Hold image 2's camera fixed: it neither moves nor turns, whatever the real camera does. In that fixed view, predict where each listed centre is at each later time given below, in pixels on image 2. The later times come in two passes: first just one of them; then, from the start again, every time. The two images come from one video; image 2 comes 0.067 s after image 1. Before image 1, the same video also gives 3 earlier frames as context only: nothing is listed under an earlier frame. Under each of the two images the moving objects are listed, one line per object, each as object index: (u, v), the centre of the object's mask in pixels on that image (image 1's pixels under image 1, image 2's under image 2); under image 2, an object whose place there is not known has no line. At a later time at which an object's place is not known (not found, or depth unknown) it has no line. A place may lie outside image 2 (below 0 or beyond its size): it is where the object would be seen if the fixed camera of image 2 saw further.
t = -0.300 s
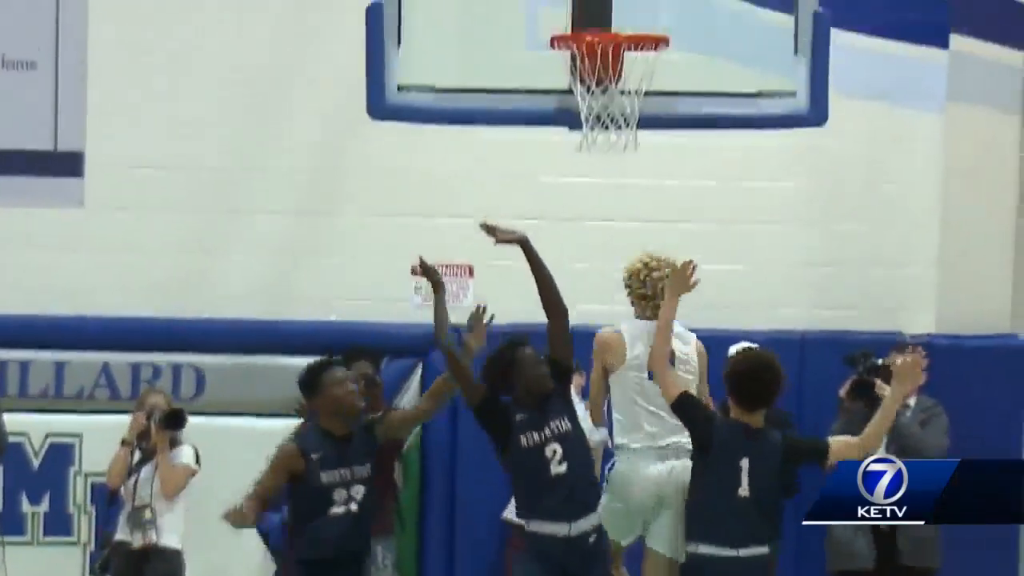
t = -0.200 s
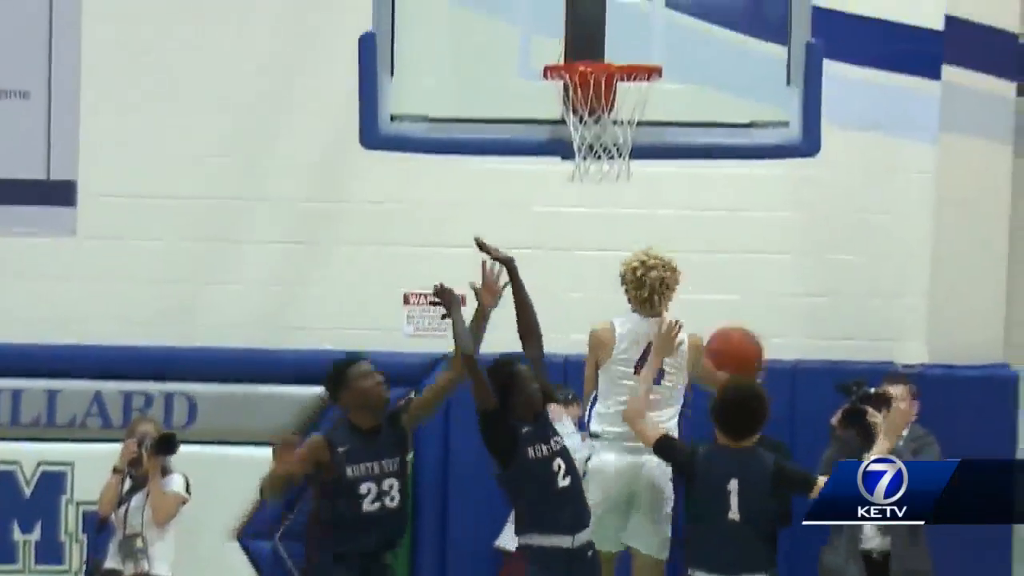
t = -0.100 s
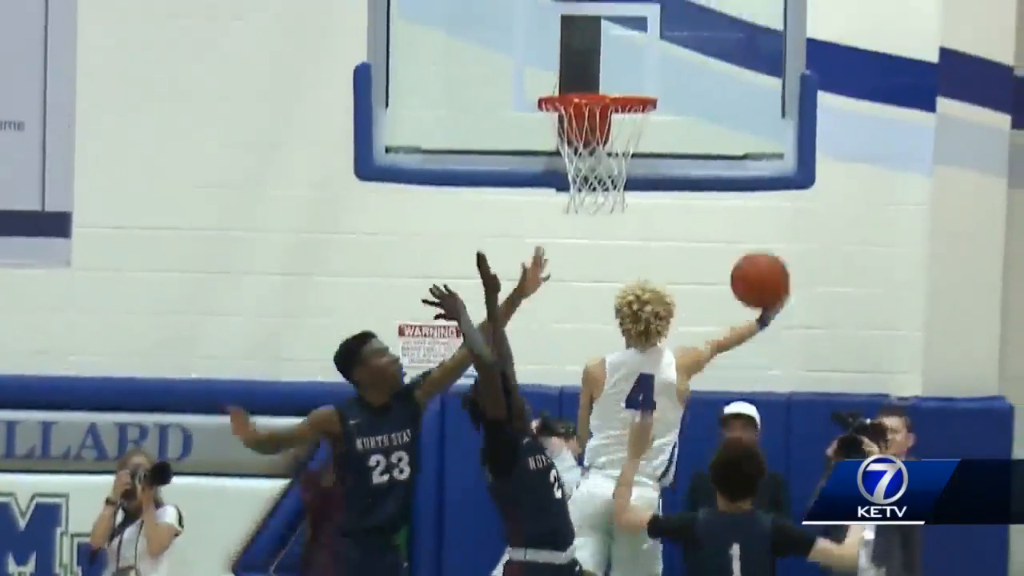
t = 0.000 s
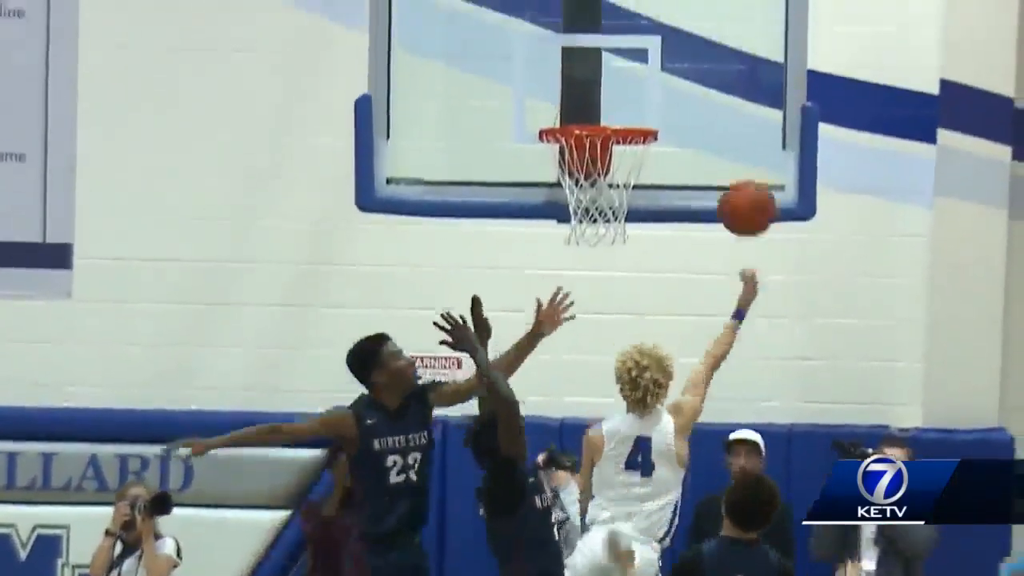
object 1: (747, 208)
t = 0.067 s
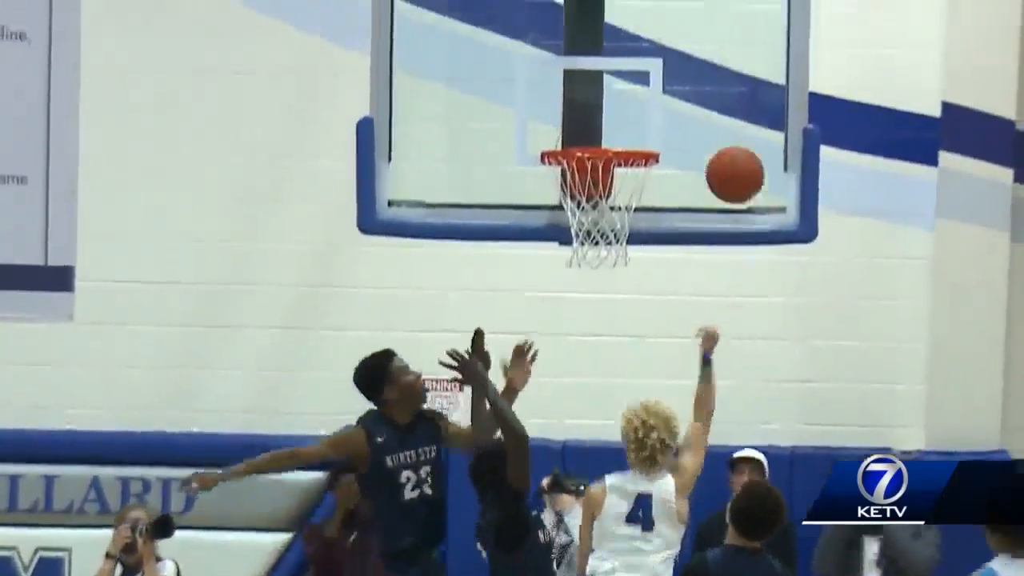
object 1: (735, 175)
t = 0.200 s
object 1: (708, 95)
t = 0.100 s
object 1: (728, 151)
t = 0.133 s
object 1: (722, 129)
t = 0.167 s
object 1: (715, 111)
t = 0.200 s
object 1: (708, 95)
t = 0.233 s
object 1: (703, 84)
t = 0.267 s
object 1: (698, 76)
